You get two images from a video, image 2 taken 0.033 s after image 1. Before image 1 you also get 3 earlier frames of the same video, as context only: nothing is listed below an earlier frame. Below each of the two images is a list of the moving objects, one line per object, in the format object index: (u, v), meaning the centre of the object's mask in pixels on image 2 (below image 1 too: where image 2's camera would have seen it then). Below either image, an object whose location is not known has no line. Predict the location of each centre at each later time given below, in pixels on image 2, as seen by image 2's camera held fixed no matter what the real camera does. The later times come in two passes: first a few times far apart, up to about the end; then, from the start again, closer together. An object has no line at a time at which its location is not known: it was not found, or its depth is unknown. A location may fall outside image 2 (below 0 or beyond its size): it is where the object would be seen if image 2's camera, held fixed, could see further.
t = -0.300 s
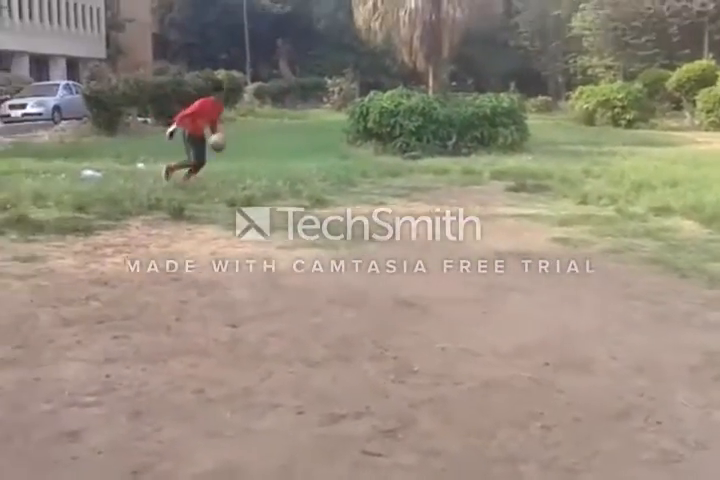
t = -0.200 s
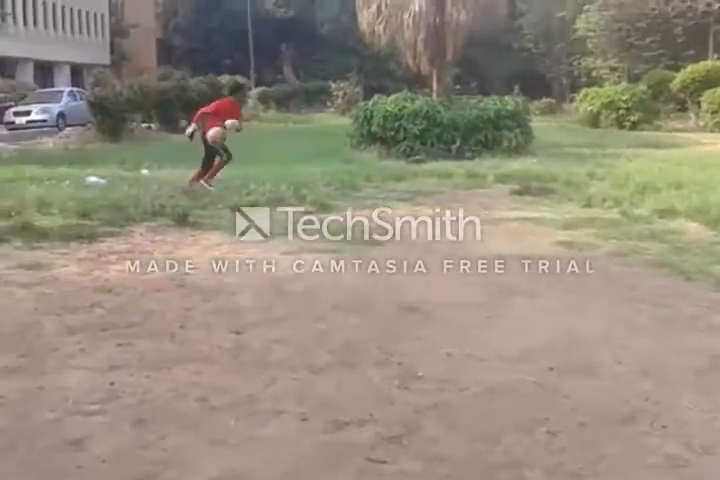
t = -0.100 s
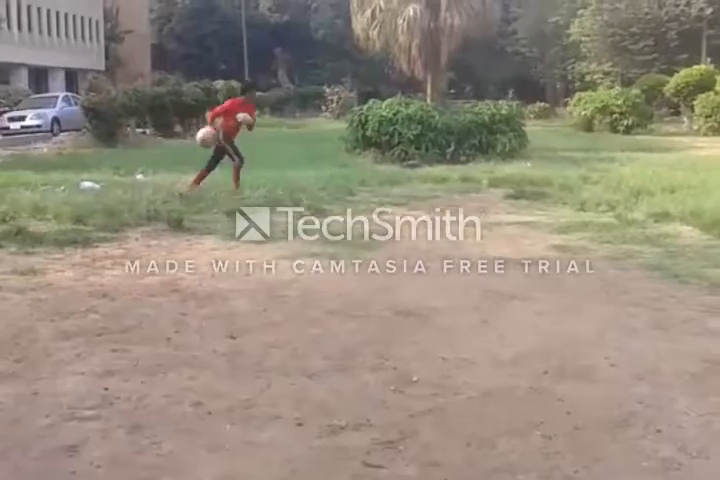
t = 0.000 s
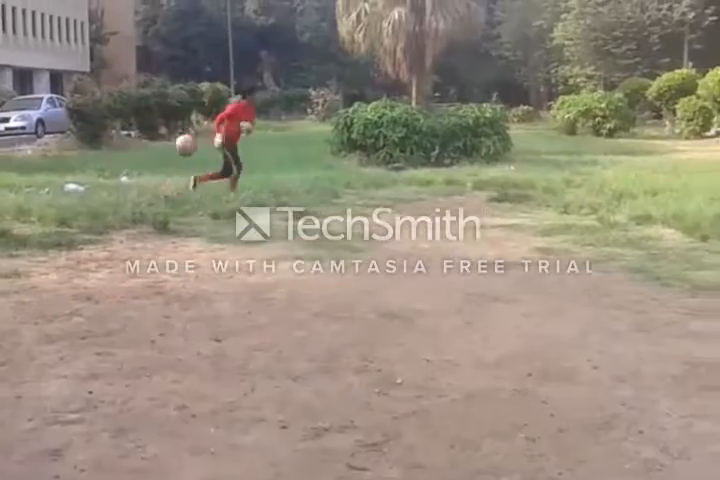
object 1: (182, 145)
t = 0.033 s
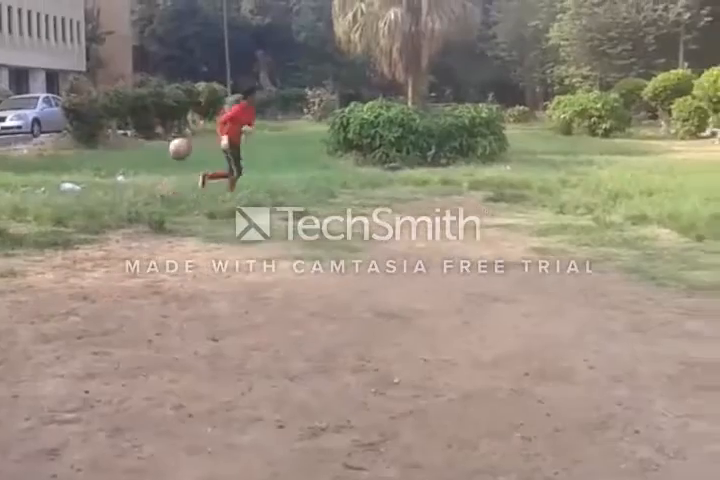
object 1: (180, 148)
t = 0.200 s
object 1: (168, 192)
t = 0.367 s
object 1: (154, 234)
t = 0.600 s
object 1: (127, 209)
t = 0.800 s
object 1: (95, 253)
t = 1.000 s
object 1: (54, 308)
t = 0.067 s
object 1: (178, 154)
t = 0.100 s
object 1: (176, 161)
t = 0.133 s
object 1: (173, 169)
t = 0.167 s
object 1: (171, 180)
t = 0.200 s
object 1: (168, 192)
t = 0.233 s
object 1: (165, 204)
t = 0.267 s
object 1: (163, 218)
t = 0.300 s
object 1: (161, 236)
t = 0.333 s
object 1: (157, 243)
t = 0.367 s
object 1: (154, 234)
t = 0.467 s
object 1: (146, 220)
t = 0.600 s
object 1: (127, 209)
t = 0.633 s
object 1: (121, 213)
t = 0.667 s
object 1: (115, 217)
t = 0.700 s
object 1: (109, 222)
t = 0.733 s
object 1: (106, 231)
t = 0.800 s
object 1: (95, 253)
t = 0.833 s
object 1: (91, 267)
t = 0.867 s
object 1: (86, 284)
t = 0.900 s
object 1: (80, 307)
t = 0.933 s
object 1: (72, 315)
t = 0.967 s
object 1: (62, 310)
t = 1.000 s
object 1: (54, 308)
